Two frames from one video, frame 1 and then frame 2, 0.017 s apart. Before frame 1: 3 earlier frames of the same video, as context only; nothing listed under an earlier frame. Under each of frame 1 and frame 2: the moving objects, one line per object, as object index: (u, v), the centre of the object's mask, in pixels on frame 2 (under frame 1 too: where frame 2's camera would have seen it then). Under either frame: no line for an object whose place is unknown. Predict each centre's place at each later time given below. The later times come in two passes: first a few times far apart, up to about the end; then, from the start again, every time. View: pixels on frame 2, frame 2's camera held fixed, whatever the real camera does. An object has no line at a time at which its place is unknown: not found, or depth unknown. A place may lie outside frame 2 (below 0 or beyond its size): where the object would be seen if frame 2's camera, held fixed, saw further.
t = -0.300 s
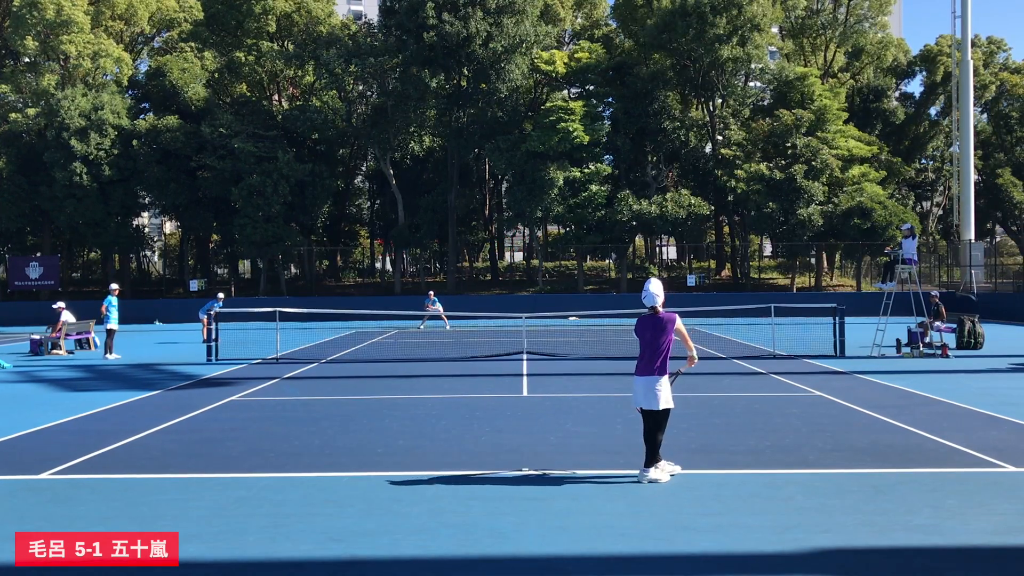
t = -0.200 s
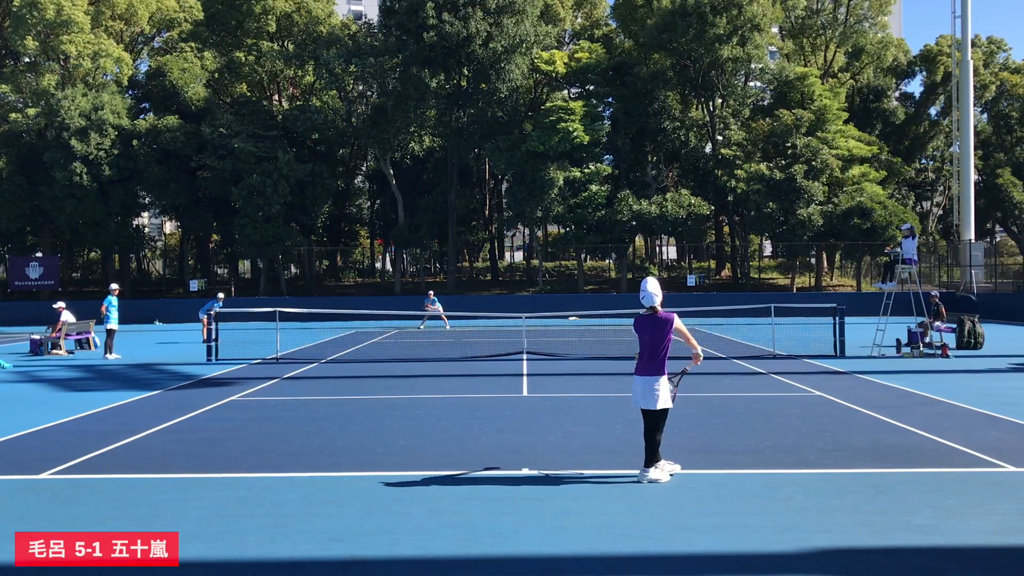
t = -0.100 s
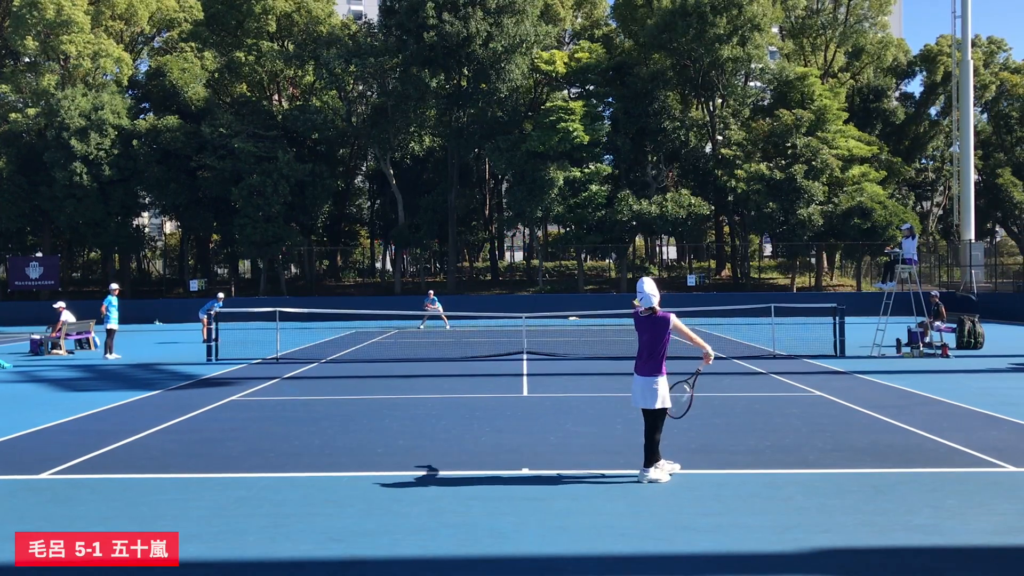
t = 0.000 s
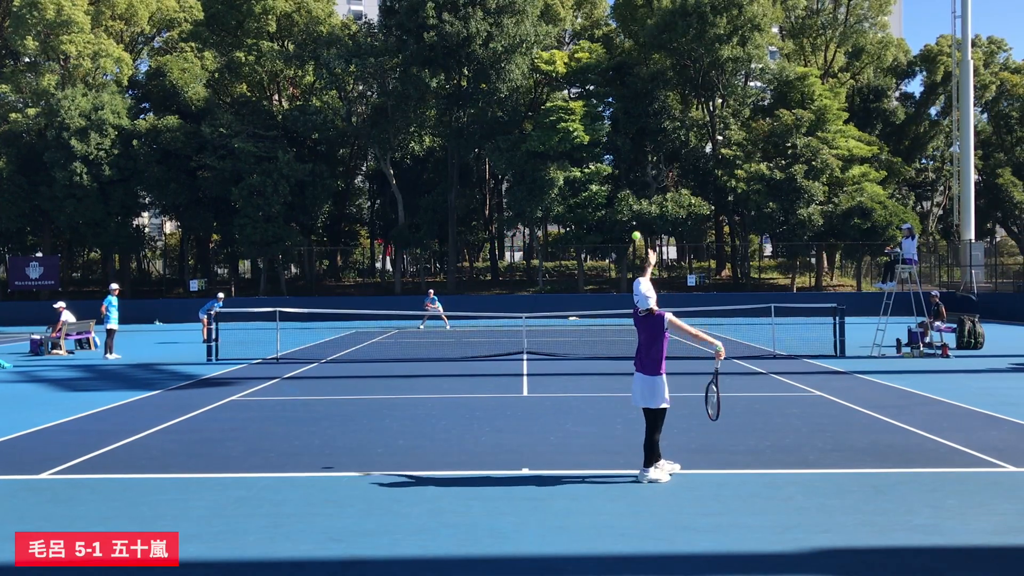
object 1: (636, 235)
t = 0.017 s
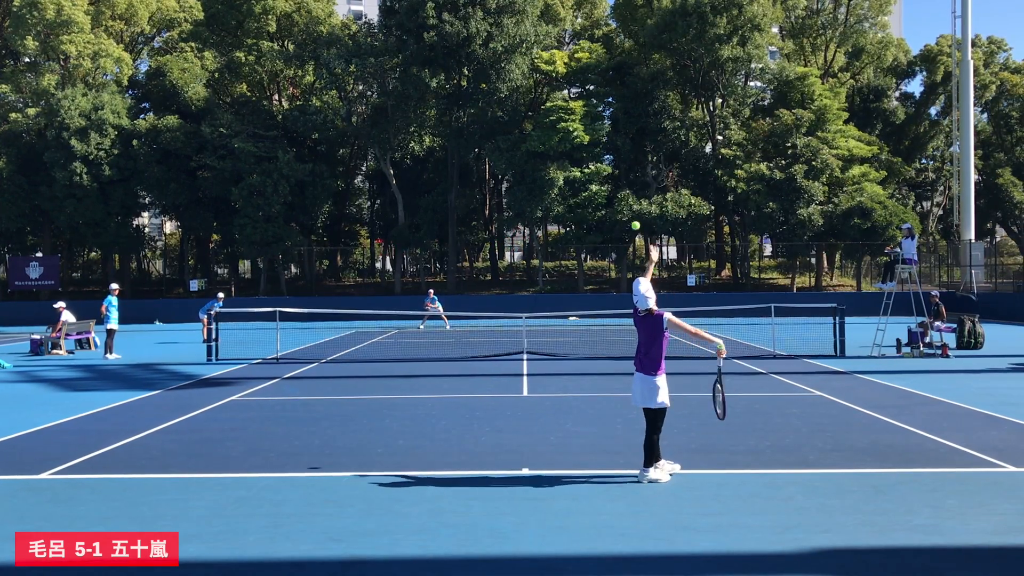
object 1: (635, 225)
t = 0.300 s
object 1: (627, 101)
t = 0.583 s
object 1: (616, 68)
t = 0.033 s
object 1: (635, 216)
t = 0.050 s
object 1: (635, 206)
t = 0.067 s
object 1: (634, 197)
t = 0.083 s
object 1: (633, 188)
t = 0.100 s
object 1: (633, 179)
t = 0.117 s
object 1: (632, 171)
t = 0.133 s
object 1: (632, 163)
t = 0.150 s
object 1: (631, 155)
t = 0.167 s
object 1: (631, 148)
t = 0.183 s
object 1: (630, 141)
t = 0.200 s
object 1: (630, 134)
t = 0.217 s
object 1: (629, 128)
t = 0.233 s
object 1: (629, 122)
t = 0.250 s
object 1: (628, 116)
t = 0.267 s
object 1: (628, 111)
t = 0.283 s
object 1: (627, 105)
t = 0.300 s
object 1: (627, 101)
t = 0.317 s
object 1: (626, 96)
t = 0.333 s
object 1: (625, 92)
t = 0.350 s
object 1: (625, 88)
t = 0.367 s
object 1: (624, 85)
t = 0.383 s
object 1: (624, 82)
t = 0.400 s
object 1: (623, 79)
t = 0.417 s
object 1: (622, 75)
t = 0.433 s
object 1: (622, 74)
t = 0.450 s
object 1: (621, 72)
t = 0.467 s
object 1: (620, 70)
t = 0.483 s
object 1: (620, 69)
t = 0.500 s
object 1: (619, 68)
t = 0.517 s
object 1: (619, 67)
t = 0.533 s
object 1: (618, 67)
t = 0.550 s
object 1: (617, 67)
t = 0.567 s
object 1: (617, 67)
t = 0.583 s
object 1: (616, 68)
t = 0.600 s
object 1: (615, 69)
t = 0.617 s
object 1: (615, 70)
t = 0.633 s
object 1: (614, 72)
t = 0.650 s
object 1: (614, 73)
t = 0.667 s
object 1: (613, 76)
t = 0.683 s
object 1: (612, 78)
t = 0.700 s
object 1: (612, 81)
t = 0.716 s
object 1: (611, 84)
